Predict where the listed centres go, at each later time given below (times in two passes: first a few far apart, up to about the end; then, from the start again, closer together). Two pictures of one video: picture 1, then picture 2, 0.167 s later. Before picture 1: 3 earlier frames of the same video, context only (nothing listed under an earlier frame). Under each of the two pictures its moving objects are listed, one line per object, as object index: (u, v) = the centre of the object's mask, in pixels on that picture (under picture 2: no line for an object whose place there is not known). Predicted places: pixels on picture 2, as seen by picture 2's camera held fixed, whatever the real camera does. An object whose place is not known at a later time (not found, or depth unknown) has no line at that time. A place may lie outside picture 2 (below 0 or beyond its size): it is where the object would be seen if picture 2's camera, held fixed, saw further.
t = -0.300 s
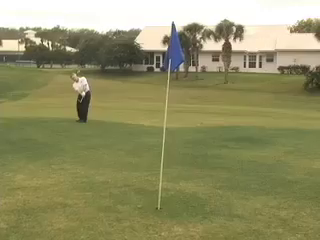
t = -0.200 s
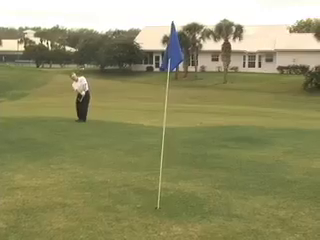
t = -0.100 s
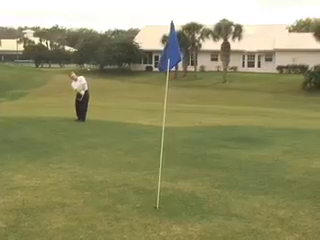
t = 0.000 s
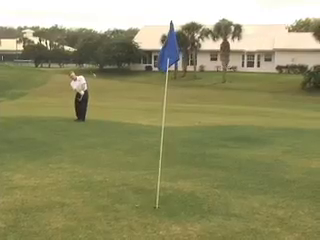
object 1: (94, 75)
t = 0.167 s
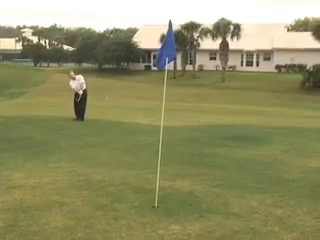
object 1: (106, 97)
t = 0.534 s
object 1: (141, 154)
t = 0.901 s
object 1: (173, 177)
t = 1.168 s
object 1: (193, 187)
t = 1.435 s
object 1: (216, 197)
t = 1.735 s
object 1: (238, 205)
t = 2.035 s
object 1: (254, 211)
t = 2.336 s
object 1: (263, 213)
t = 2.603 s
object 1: (264, 213)
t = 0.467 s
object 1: (136, 159)
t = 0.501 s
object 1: (139, 156)
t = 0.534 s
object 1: (141, 154)
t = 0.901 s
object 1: (173, 177)
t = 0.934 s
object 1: (175, 183)
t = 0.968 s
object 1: (178, 182)
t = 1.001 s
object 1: (180, 181)
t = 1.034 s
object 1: (183, 181)
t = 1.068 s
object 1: (186, 181)
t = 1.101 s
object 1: (188, 182)
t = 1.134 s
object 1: (191, 184)
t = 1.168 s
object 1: (193, 187)
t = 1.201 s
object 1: (196, 191)
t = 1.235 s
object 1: (199, 191)
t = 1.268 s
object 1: (202, 192)
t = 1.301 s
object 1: (205, 193)
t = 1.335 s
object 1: (208, 195)
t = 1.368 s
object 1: (211, 196)
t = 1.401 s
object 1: (214, 196)
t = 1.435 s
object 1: (216, 197)
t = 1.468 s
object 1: (219, 199)
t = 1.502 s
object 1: (222, 200)
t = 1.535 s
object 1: (224, 200)
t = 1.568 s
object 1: (226, 202)
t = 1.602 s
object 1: (229, 202)
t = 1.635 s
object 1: (231, 203)
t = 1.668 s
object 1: (233, 204)
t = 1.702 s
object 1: (236, 204)
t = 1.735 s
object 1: (238, 205)
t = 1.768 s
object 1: (240, 206)
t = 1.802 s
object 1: (243, 207)
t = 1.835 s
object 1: (244, 207)
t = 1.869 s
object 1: (246, 208)
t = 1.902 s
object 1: (248, 209)
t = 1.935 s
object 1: (250, 209)
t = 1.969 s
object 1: (251, 210)
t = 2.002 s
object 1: (253, 210)
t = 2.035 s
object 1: (254, 211)
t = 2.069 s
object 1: (256, 211)
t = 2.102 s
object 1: (257, 212)
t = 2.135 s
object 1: (258, 212)
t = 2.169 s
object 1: (259, 212)
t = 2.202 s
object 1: (260, 212)
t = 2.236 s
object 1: (261, 212)
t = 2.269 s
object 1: (262, 213)
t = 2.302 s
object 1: (262, 213)
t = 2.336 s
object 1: (263, 213)
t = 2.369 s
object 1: (263, 213)
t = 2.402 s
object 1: (264, 213)
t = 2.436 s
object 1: (264, 213)
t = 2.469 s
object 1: (264, 213)
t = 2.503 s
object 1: (264, 213)
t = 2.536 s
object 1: (264, 213)
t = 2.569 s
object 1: (264, 213)
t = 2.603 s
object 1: (264, 213)
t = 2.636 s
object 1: (264, 213)
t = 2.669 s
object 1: (264, 213)
